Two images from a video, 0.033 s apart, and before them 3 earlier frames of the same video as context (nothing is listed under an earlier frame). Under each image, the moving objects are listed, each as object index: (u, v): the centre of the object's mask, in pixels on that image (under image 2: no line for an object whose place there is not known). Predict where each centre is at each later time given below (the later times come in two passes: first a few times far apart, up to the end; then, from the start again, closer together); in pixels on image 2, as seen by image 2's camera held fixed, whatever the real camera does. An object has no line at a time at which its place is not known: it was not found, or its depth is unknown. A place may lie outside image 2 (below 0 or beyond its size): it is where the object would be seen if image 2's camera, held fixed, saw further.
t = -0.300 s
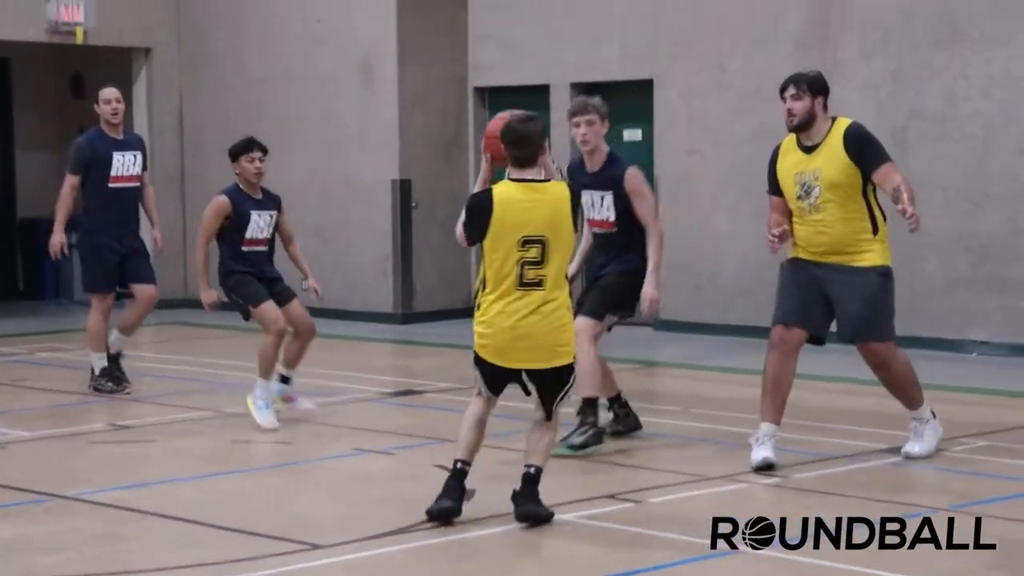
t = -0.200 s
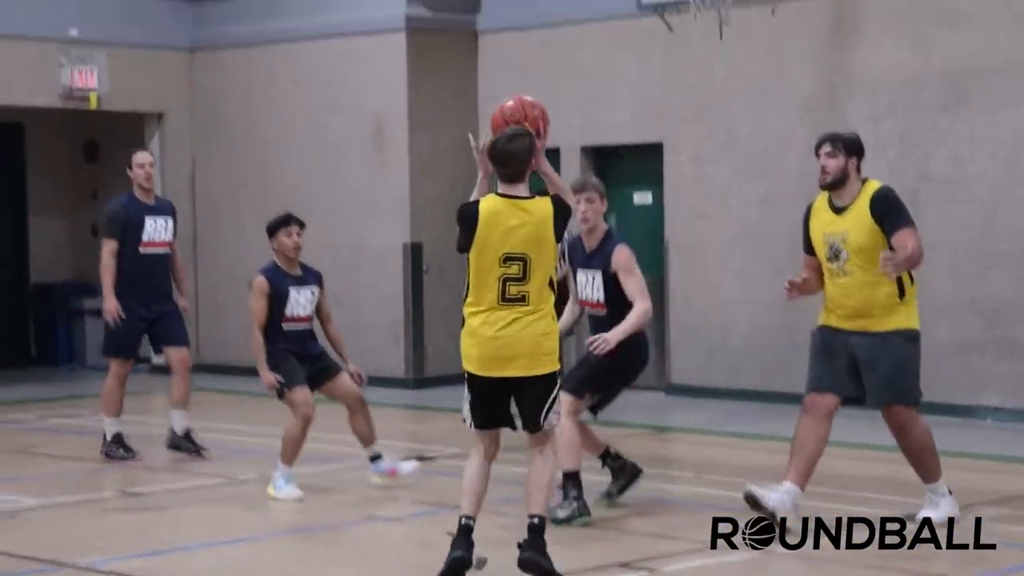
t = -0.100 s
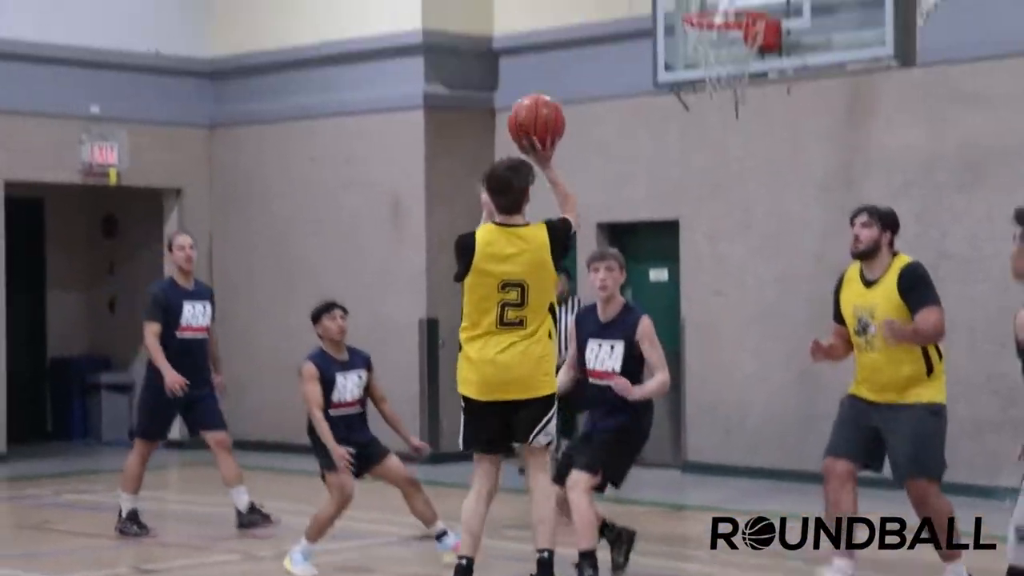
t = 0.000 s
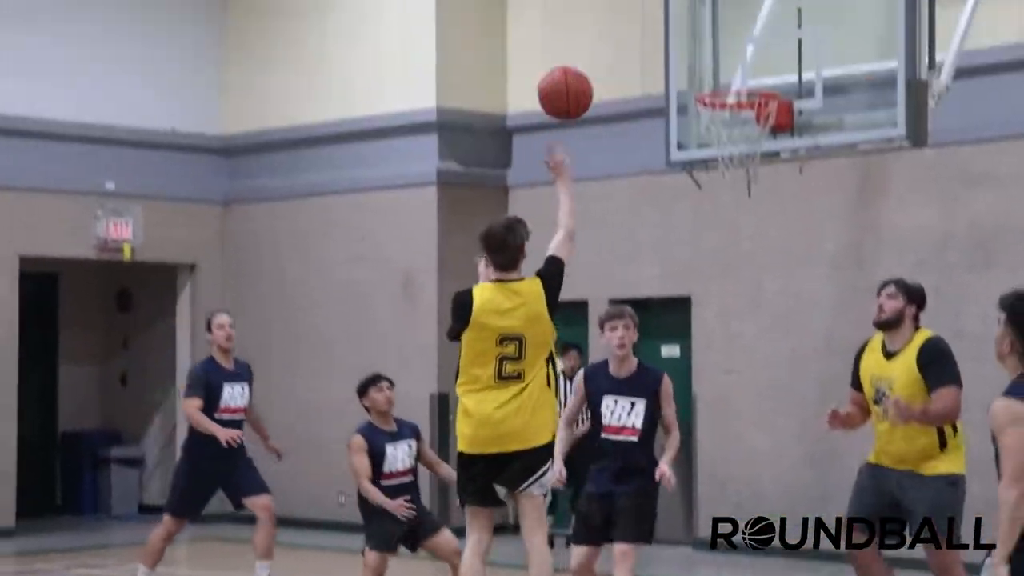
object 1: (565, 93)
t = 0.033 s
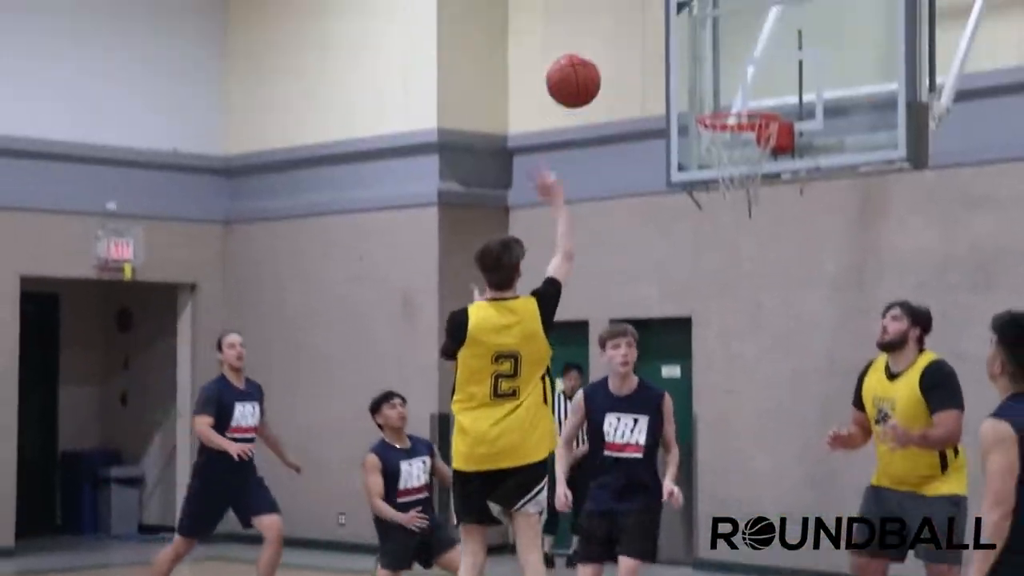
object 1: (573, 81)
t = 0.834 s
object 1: (703, 48)
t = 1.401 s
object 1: (798, 289)
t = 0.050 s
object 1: (576, 64)
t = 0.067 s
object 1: (579, 50)
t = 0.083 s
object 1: (583, 37)
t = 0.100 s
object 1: (586, 24)
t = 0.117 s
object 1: (589, 12)
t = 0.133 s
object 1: (592, 0)
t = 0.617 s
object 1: (673, -45)
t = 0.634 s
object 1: (676, -42)
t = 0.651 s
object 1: (679, -40)
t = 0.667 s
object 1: (681, -37)
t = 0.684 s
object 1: (683, -33)
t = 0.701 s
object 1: (685, -28)
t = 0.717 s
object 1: (688, -20)
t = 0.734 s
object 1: (689, -11)
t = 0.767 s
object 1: (694, 7)
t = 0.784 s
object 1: (696, 16)
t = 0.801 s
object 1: (698, 26)
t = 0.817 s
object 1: (701, 37)
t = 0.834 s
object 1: (703, 48)
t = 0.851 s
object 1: (705, 59)
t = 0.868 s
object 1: (708, 70)
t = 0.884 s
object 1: (710, 83)
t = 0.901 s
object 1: (712, 94)
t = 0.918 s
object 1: (714, 103)
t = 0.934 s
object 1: (718, 116)
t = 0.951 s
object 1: (723, 124)
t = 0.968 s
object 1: (727, 133)
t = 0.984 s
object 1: (735, 138)
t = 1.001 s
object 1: (740, 144)
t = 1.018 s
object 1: (742, 150)
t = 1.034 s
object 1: (748, 157)
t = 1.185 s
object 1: (770, 184)
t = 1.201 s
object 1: (772, 190)
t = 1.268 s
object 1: (781, 215)
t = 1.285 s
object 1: (782, 222)
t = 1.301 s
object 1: (785, 231)
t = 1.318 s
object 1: (787, 240)
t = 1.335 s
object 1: (789, 249)
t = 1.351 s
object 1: (791, 258)
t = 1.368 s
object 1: (793, 268)
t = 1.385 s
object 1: (796, 279)
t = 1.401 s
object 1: (798, 289)
